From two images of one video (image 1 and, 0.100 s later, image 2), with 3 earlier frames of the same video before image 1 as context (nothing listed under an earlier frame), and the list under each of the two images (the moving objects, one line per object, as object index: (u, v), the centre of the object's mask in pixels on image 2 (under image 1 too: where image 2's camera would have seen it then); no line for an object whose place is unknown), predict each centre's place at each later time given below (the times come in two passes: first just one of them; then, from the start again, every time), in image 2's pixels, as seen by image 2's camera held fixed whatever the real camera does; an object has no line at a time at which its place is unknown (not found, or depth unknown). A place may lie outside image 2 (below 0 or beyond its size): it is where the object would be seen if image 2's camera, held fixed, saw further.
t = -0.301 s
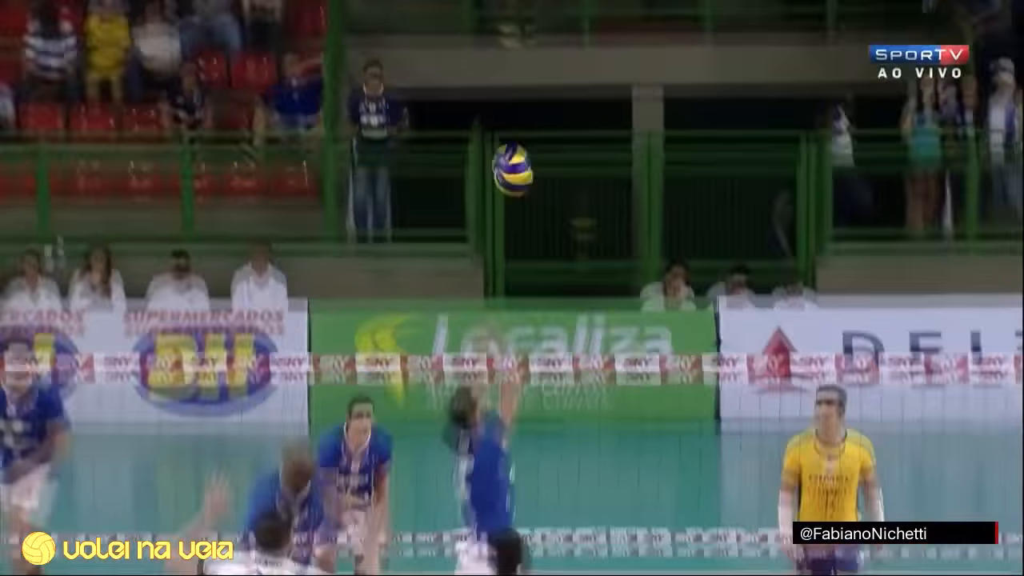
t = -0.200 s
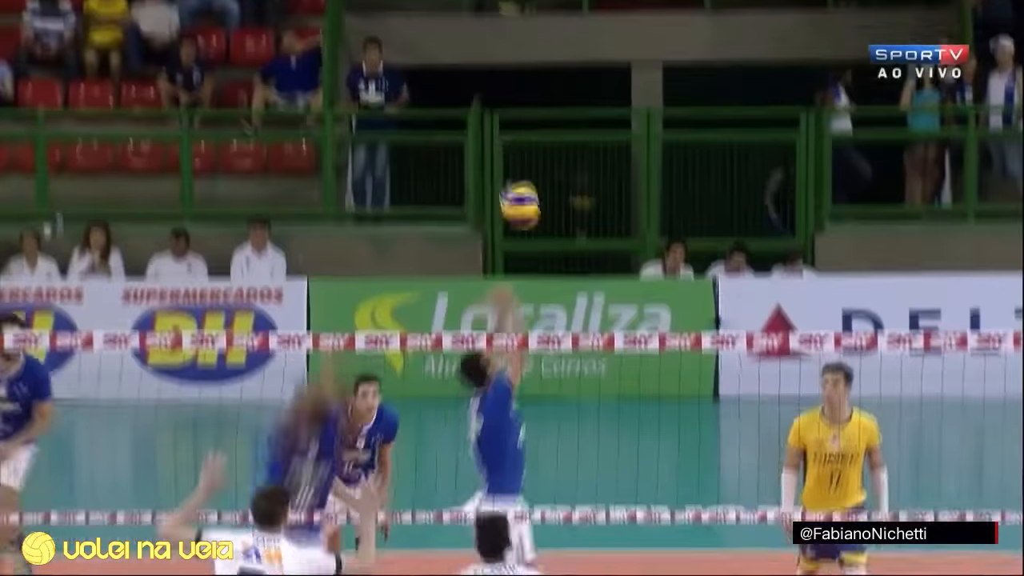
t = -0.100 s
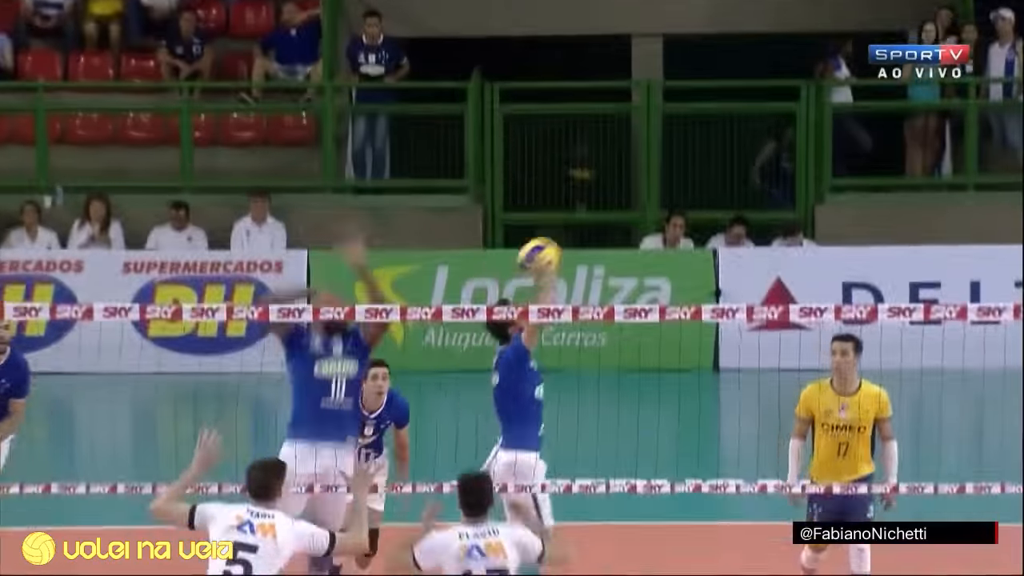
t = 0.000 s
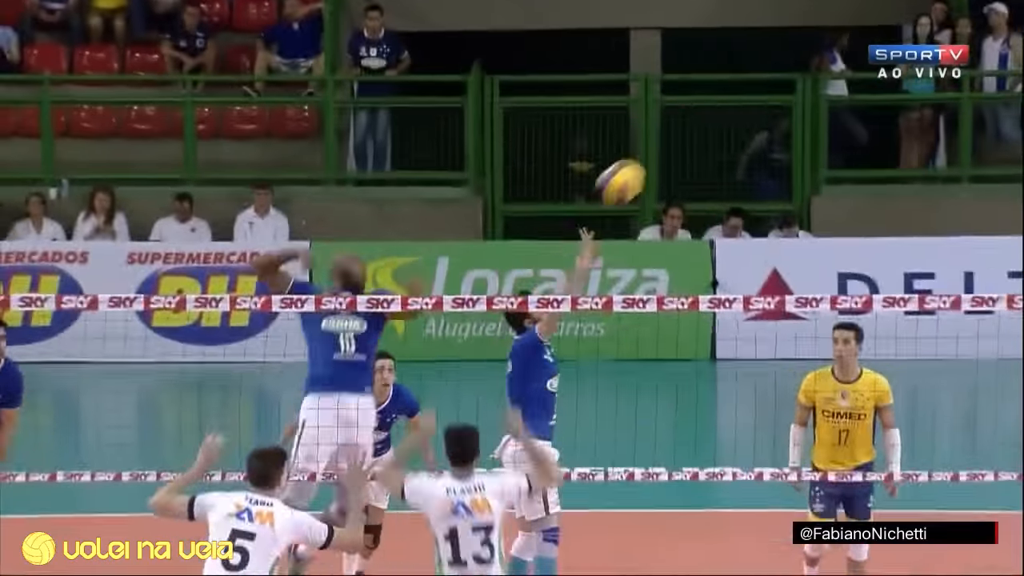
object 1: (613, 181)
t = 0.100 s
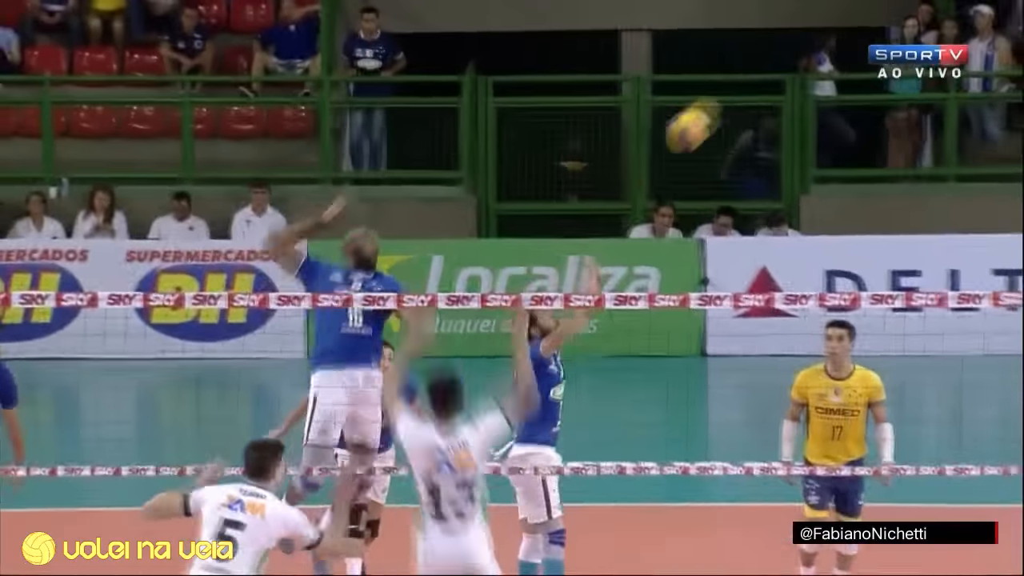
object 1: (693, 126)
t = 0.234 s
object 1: (776, 79)
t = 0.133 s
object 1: (716, 109)
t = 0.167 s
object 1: (741, 98)
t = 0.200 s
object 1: (758, 89)
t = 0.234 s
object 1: (776, 79)
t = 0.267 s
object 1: (791, 74)
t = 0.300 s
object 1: (812, 61)
